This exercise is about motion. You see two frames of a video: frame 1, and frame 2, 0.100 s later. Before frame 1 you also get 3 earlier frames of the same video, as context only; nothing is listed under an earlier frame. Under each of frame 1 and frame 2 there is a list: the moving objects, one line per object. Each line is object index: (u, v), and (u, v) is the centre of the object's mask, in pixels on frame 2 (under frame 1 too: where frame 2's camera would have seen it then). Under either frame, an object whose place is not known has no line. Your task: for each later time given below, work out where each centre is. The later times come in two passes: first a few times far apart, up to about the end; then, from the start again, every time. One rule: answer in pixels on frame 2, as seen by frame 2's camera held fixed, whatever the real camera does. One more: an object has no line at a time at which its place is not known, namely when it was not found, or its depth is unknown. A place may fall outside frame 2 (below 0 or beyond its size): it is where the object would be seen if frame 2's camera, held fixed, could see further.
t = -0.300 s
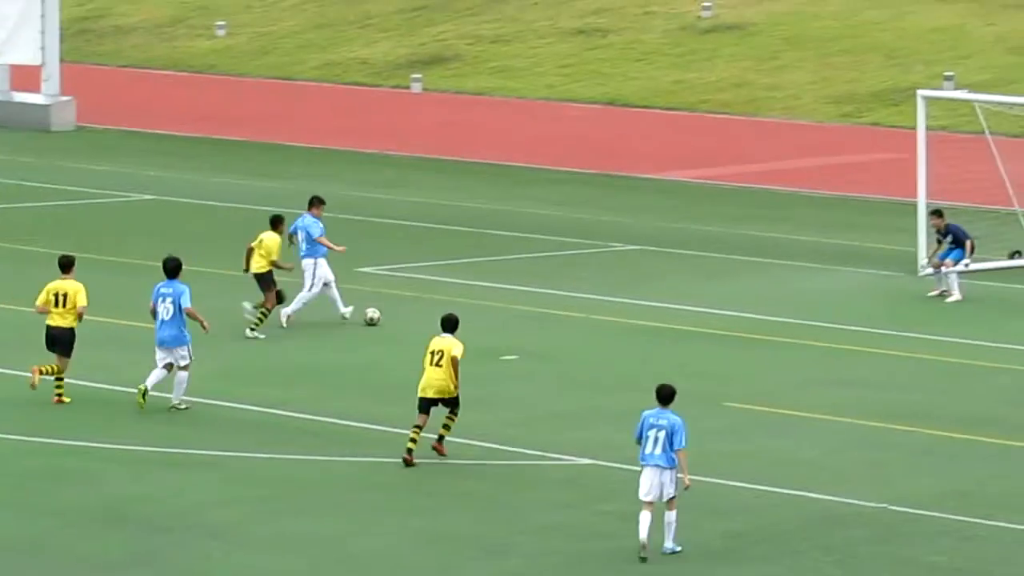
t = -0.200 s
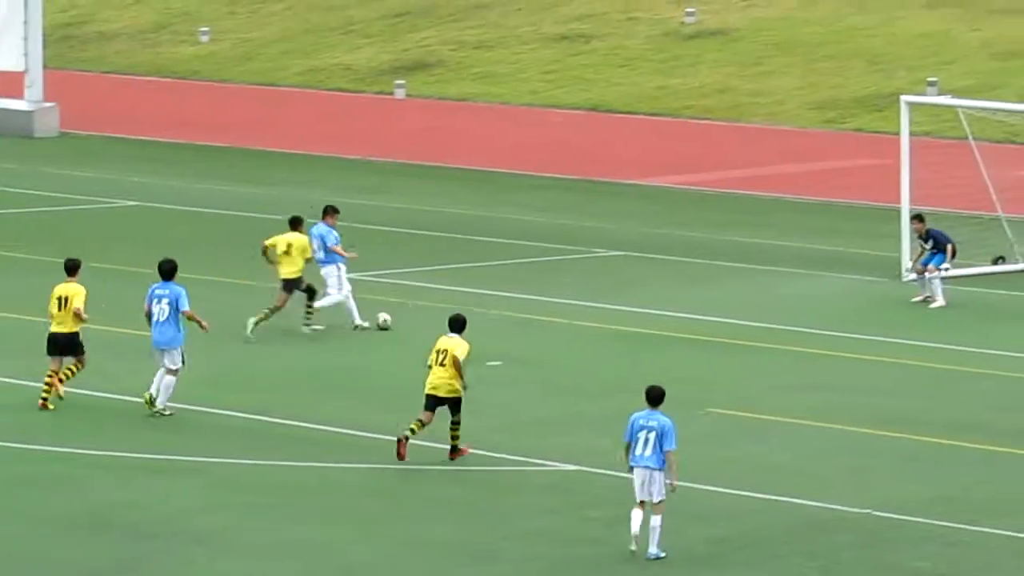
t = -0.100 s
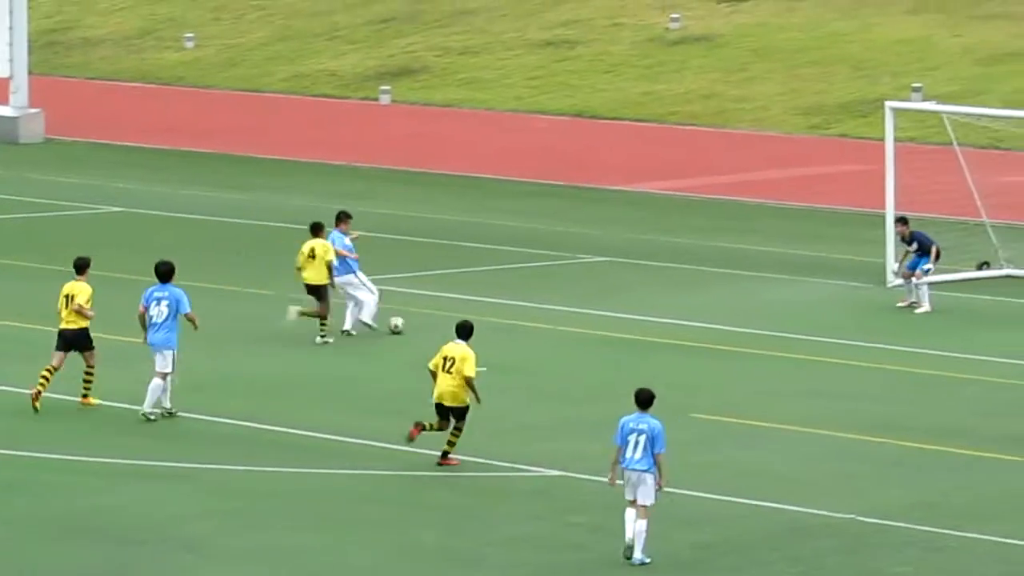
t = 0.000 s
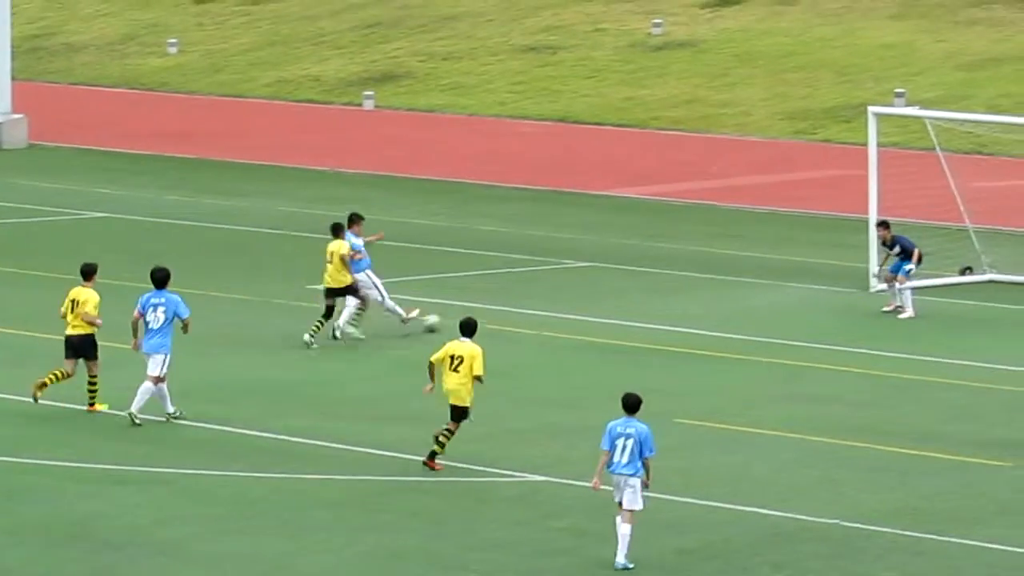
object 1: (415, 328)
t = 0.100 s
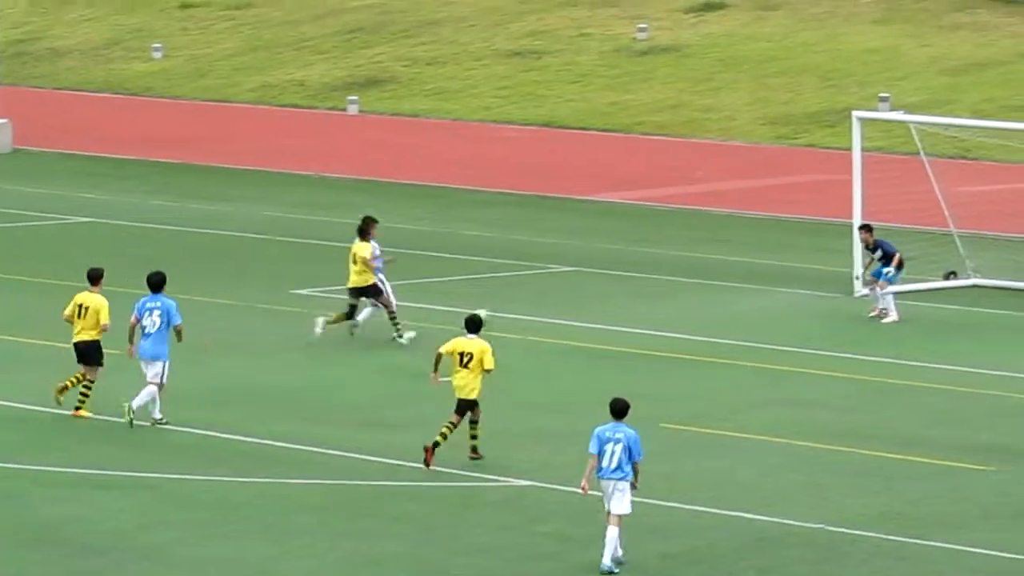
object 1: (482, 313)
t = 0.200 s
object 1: (536, 307)
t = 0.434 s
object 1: (646, 288)
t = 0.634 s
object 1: (718, 275)
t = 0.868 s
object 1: (786, 262)
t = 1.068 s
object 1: (839, 249)
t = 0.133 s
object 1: (499, 312)
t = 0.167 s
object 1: (518, 309)
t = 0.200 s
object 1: (536, 307)
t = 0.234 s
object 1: (554, 305)
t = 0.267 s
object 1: (571, 300)
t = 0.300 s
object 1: (586, 295)
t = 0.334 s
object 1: (602, 292)
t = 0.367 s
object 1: (617, 290)
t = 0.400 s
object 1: (631, 289)
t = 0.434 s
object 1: (646, 288)
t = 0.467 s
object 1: (658, 285)
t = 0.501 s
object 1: (671, 281)
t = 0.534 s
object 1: (683, 278)
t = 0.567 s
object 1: (695, 276)
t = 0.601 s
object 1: (706, 275)
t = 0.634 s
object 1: (718, 275)
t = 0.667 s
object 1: (729, 274)
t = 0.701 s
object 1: (739, 269)
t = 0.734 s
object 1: (748, 266)
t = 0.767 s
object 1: (758, 264)
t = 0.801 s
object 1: (768, 262)
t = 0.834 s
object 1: (777, 261)
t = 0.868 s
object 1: (786, 262)
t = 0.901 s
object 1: (795, 263)
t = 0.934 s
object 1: (804, 261)
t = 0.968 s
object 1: (813, 257)
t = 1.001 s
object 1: (822, 253)
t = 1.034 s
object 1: (831, 251)
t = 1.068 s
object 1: (839, 249)
